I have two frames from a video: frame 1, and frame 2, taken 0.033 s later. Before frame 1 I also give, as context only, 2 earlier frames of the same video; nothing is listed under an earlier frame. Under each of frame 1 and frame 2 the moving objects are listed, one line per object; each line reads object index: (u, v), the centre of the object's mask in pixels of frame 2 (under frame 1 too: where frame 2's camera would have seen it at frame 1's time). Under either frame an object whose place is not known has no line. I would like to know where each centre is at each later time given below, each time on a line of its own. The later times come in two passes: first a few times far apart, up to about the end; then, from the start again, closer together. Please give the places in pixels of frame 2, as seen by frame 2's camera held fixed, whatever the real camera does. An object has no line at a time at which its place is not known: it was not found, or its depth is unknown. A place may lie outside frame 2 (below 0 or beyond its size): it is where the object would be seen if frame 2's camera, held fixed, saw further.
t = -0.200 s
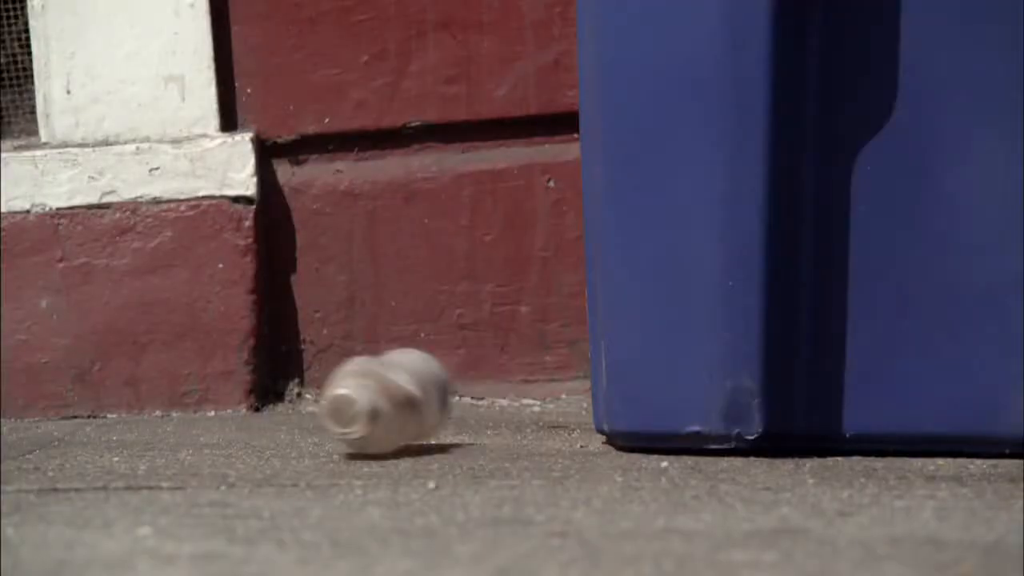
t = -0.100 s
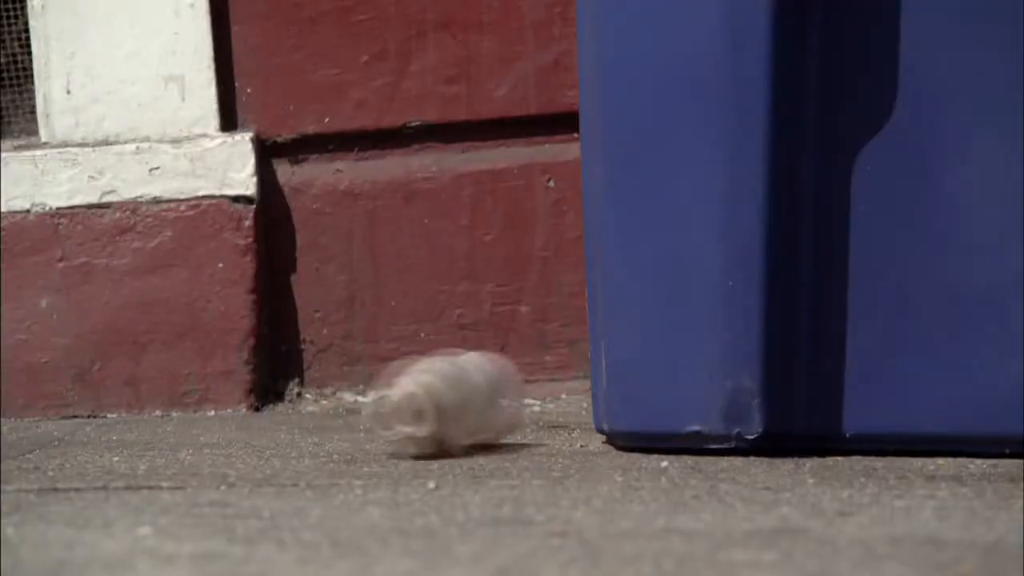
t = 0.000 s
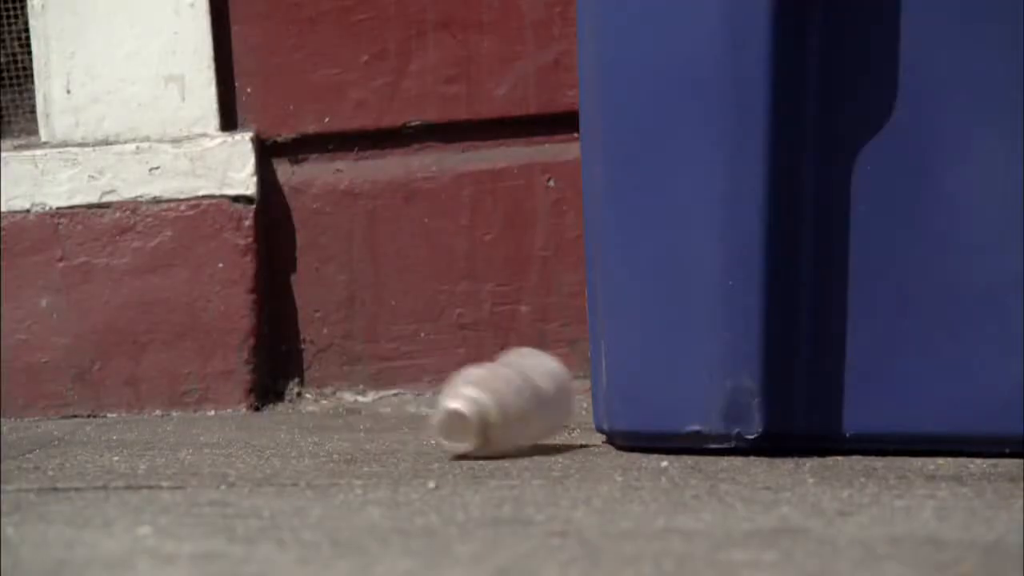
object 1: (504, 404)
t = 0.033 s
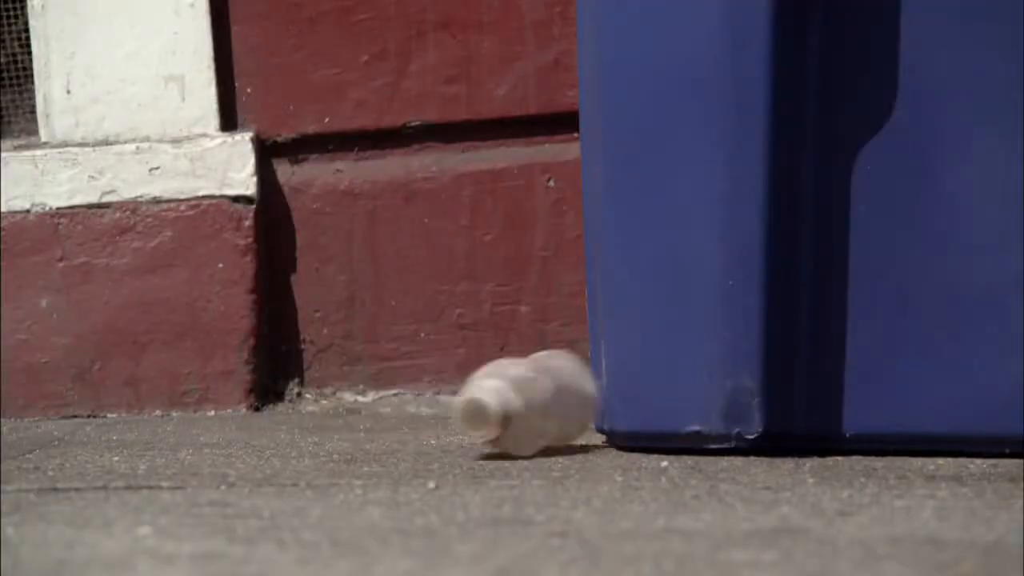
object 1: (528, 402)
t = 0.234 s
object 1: (540, 403)
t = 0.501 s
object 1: (517, 405)
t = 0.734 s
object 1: (498, 405)
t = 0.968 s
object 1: (461, 411)
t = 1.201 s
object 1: (446, 409)
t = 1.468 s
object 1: (471, 412)
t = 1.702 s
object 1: (463, 413)
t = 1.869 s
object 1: (467, 414)
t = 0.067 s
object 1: (529, 400)
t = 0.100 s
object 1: (528, 397)
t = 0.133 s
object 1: (527, 397)
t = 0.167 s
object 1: (528, 401)
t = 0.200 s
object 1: (533, 403)
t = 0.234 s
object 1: (540, 403)
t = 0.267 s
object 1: (541, 403)
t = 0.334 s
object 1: (534, 404)
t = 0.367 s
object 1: (530, 405)
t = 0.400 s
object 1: (528, 405)
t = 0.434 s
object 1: (524, 405)
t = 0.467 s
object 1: (522, 405)
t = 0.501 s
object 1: (517, 405)
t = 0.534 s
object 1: (514, 405)
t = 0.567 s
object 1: (512, 405)
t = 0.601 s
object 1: (508, 405)
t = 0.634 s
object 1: (506, 405)
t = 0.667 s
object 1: (502, 405)
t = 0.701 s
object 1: (499, 405)
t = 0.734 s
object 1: (498, 405)
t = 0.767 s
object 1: (494, 405)
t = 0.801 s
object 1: (492, 406)
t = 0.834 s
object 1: (486, 407)
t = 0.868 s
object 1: (479, 410)
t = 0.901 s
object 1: (473, 410)
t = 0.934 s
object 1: (465, 411)
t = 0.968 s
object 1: (461, 411)
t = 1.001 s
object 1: (455, 409)
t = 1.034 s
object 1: (449, 408)
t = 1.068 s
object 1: (448, 409)
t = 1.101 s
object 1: (447, 409)
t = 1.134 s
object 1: (445, 408)
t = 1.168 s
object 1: (446, 408)
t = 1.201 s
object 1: (446, 409)
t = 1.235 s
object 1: (447, 409)
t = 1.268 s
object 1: (448, 408)
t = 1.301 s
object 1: (449, 409)
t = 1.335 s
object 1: (453, 409)
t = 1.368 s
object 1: (459, 411)
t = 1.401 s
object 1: (461, 411)
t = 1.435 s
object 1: (467, 412)
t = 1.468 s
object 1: (471, 412)
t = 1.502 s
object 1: (475, 411)
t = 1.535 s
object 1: (478, 411)
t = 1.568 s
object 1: (477, 411)
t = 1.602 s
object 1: (475, 411)
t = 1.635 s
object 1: (474, 412)
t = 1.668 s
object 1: (468, 413)
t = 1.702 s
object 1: (463, 413)
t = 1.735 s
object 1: (460, 411)
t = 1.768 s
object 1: (460, 412)
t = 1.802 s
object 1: (459, 411)
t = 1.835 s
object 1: (462, 413)
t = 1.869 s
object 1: (467, 414)
